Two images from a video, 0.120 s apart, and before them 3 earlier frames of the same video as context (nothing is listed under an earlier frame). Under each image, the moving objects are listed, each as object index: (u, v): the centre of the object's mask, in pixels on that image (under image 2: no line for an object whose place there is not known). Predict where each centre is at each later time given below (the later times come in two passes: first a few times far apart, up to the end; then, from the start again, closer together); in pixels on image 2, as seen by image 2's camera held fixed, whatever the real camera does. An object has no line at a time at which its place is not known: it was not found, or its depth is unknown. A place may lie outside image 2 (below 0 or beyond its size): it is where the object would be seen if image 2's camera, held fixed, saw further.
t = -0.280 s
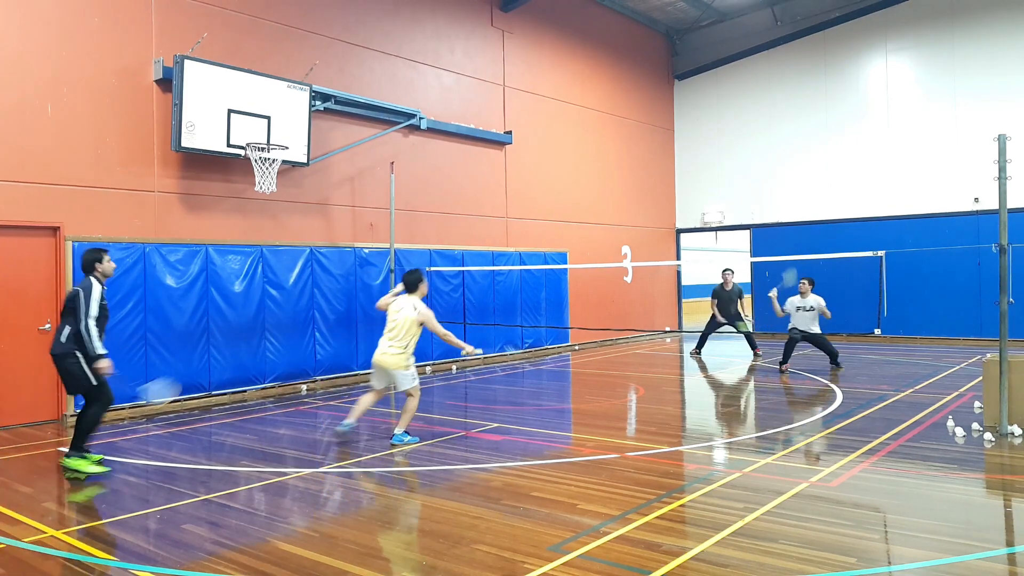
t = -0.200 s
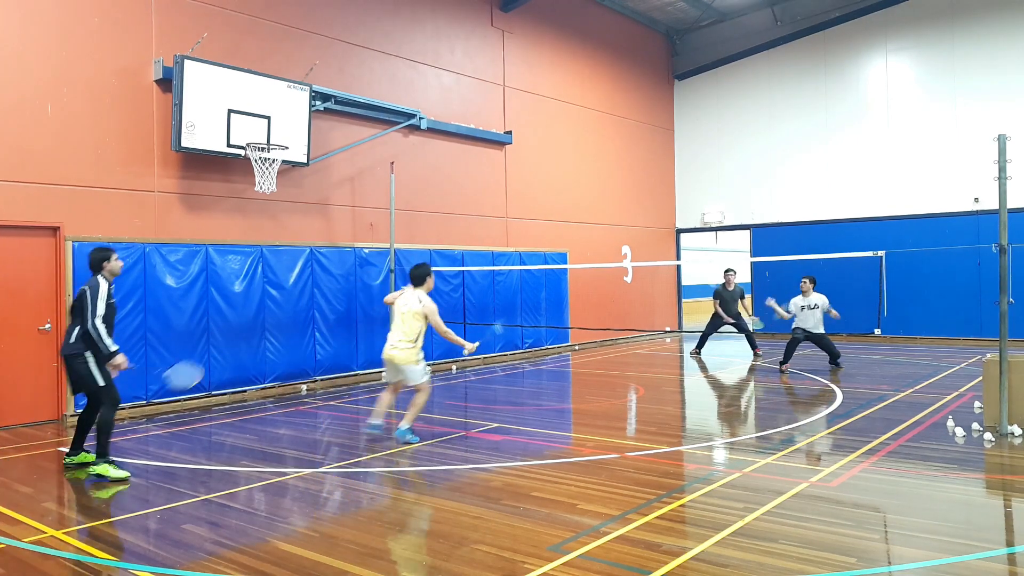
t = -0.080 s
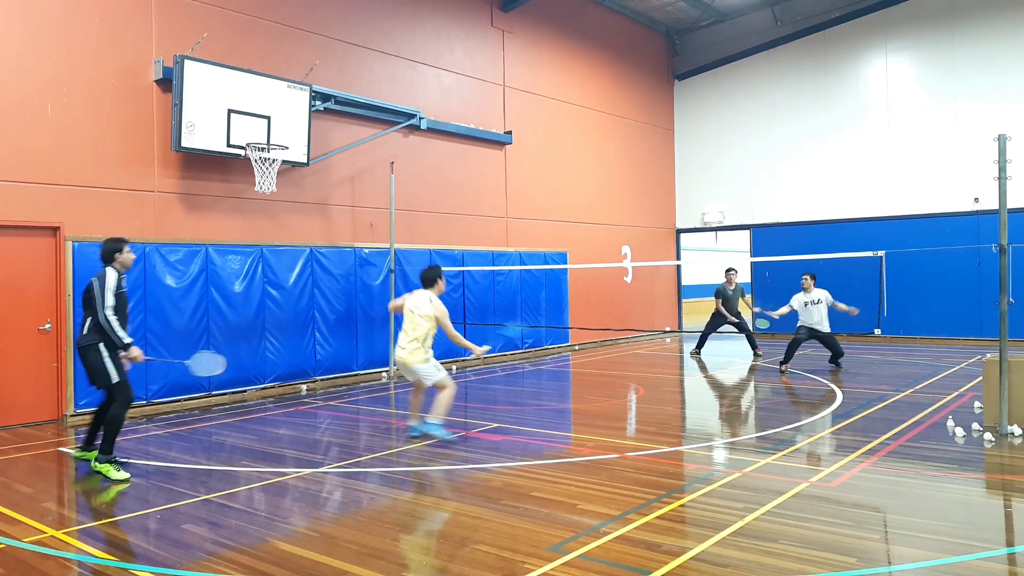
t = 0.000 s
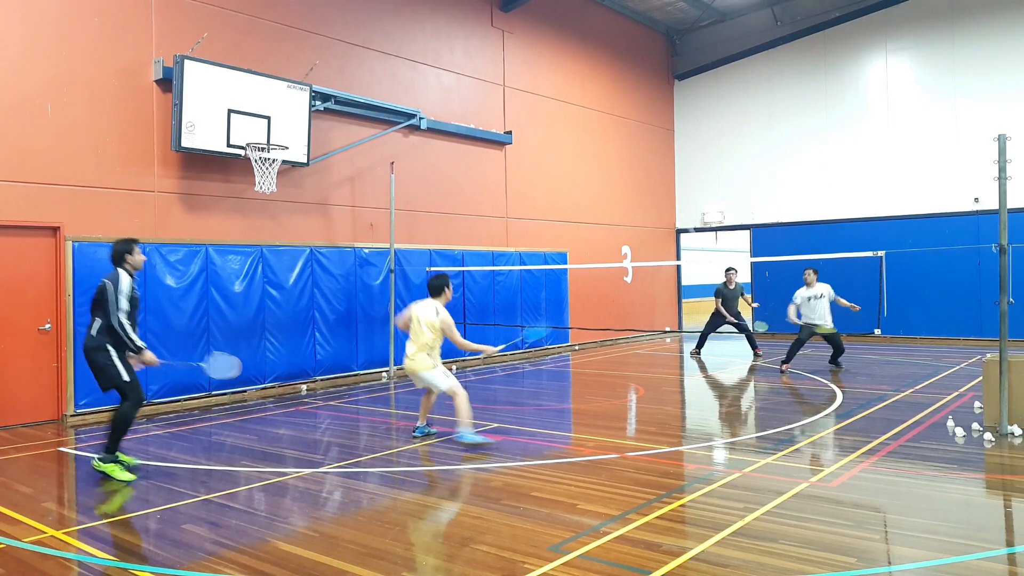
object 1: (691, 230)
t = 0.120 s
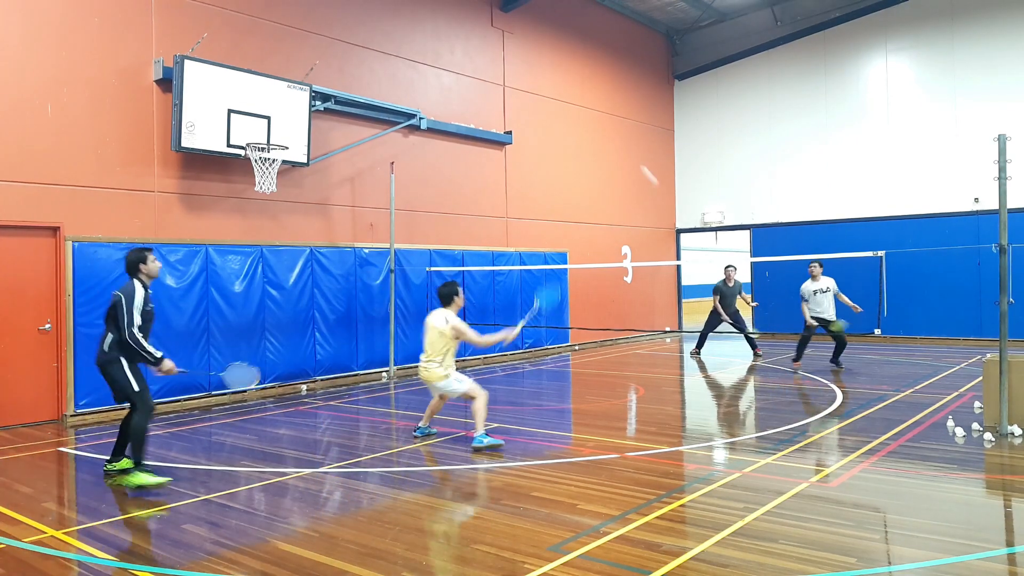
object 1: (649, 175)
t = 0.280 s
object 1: (593, 123)
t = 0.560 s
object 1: (482, 102)
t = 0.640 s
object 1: (446, 116)
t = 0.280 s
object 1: (593, 123)
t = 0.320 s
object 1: (578, 114)
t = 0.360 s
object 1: (563, 107)
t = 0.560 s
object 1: (482, 102)
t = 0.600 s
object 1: (463, 108)
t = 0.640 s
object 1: (446, 116)
